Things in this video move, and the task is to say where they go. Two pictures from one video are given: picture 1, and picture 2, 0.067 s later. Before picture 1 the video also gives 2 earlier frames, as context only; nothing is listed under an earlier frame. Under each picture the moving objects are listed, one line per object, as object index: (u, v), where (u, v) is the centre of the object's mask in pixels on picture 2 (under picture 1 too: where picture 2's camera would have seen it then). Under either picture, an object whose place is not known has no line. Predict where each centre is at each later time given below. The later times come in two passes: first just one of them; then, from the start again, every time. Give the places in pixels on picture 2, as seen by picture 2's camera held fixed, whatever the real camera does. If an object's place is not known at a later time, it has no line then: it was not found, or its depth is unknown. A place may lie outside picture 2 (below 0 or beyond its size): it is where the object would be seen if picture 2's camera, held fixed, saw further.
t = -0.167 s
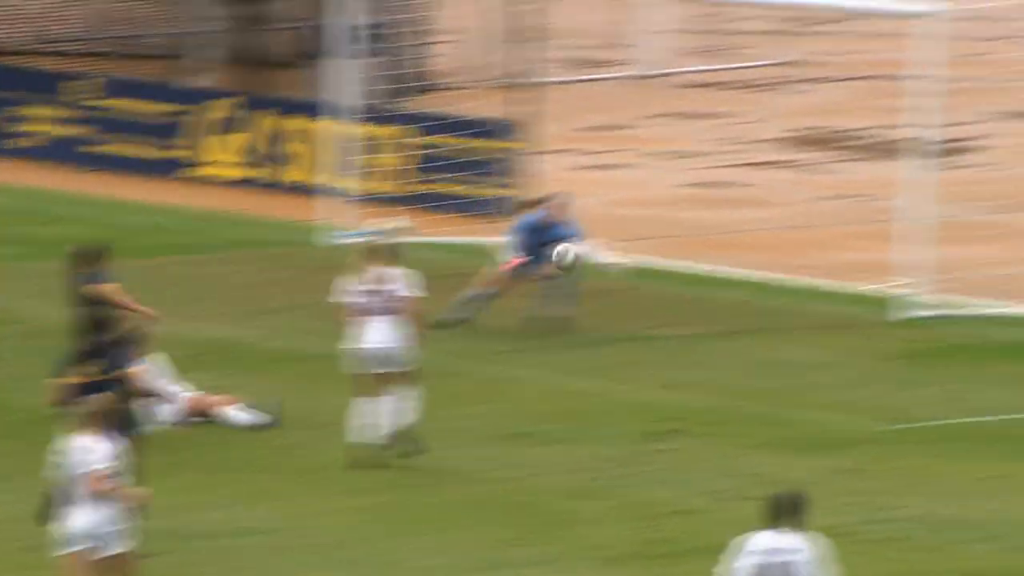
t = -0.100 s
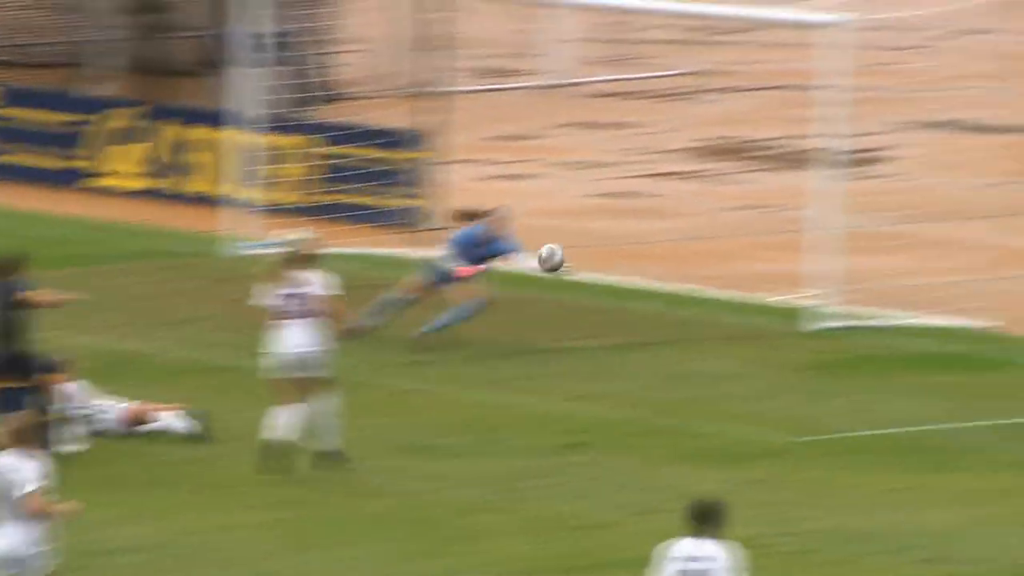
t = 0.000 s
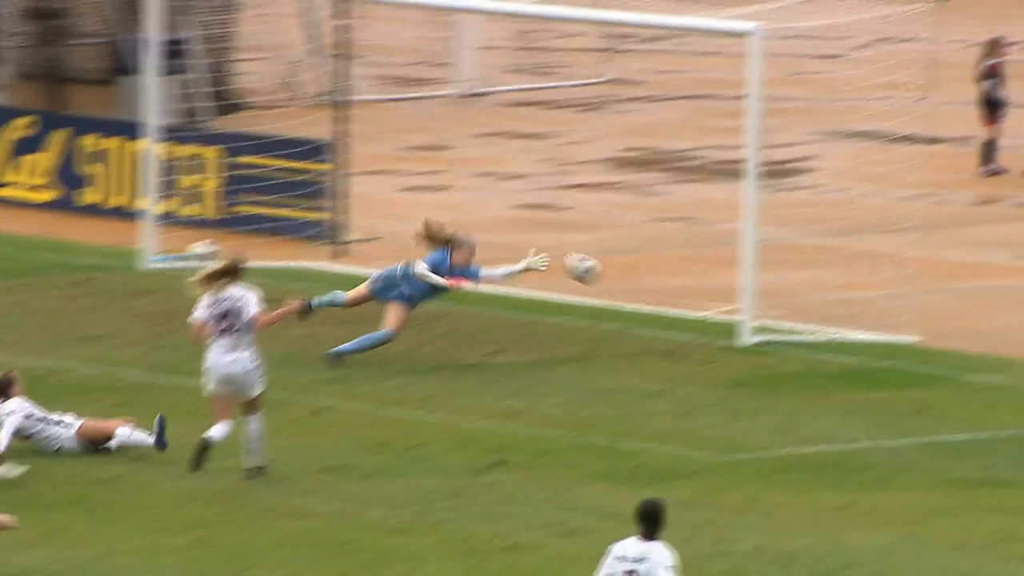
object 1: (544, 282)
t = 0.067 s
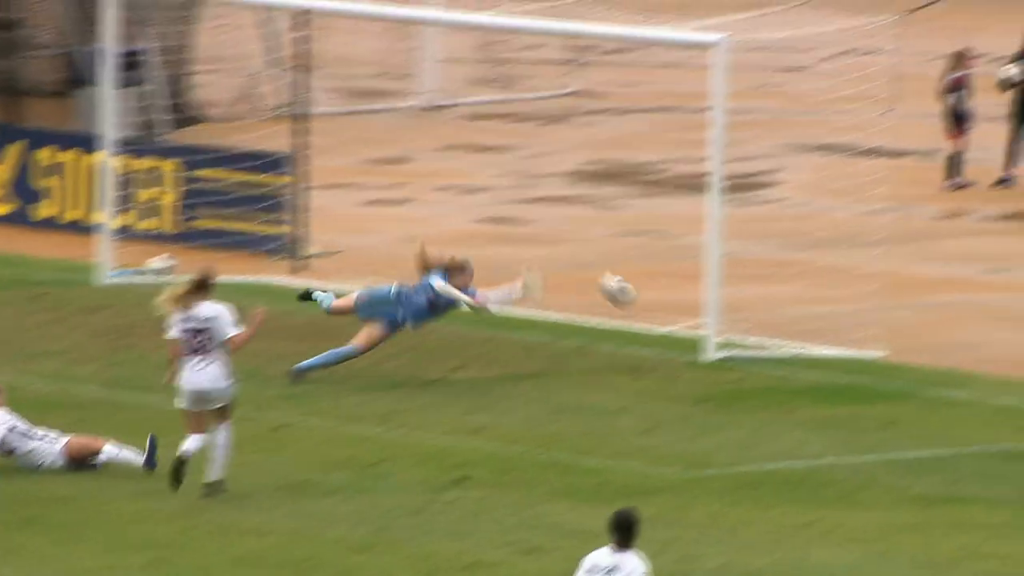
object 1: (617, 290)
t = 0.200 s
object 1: (752, 324)
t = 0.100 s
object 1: (650, 296)
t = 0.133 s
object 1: (685, 304)
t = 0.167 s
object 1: (717, 315)
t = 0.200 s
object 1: (752, 324)
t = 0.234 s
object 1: (788, 335)
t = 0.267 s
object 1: (817, 332)
